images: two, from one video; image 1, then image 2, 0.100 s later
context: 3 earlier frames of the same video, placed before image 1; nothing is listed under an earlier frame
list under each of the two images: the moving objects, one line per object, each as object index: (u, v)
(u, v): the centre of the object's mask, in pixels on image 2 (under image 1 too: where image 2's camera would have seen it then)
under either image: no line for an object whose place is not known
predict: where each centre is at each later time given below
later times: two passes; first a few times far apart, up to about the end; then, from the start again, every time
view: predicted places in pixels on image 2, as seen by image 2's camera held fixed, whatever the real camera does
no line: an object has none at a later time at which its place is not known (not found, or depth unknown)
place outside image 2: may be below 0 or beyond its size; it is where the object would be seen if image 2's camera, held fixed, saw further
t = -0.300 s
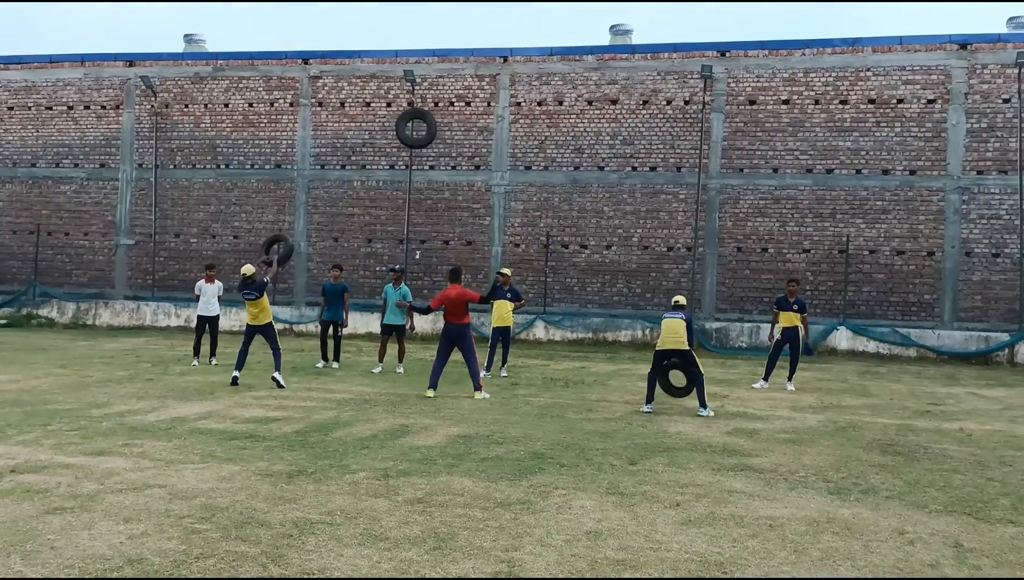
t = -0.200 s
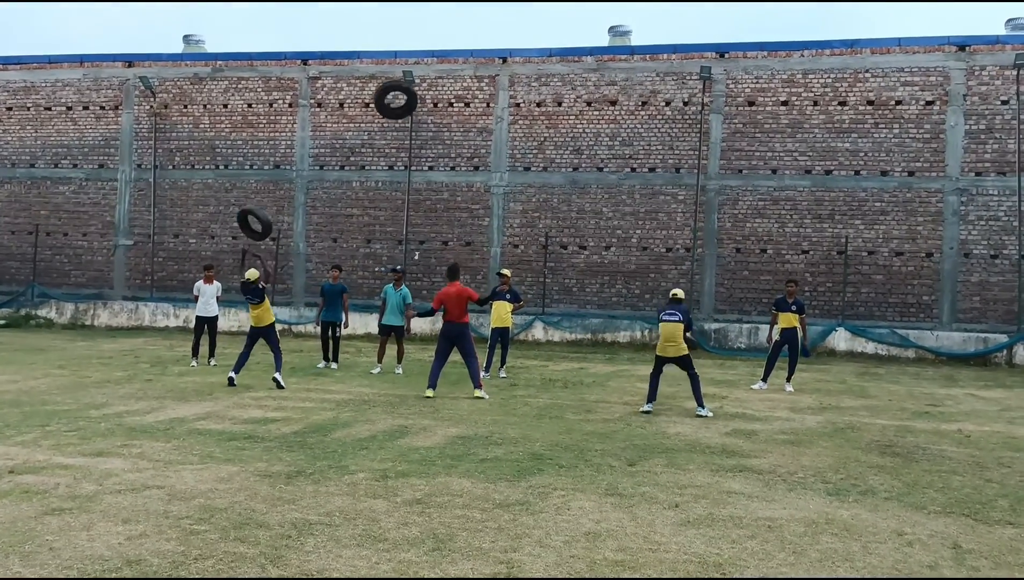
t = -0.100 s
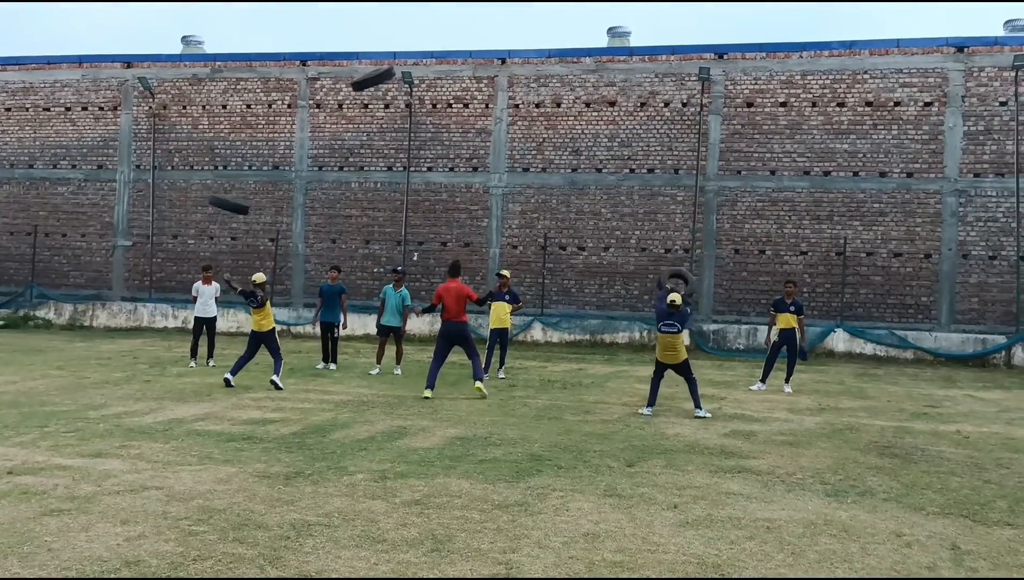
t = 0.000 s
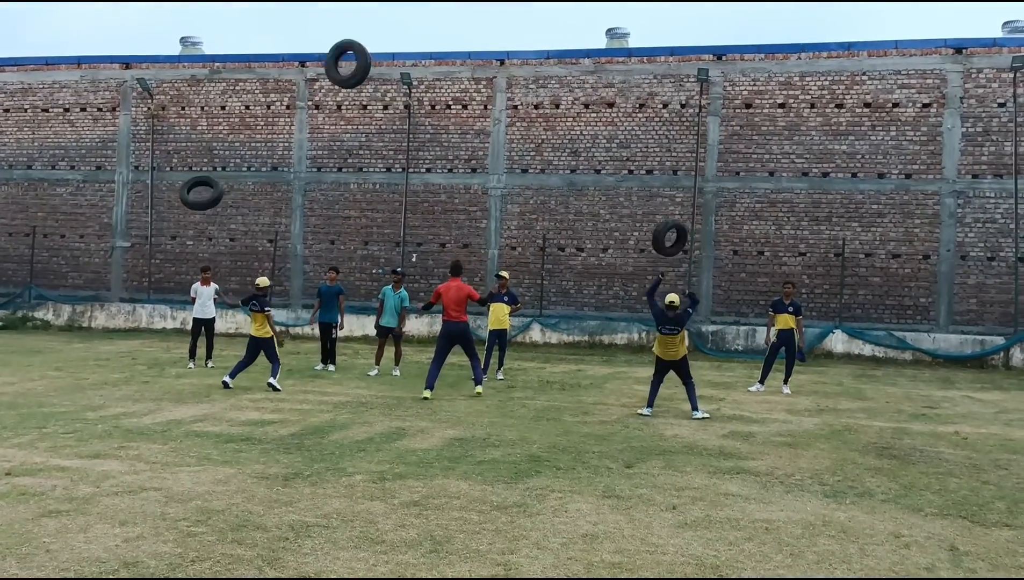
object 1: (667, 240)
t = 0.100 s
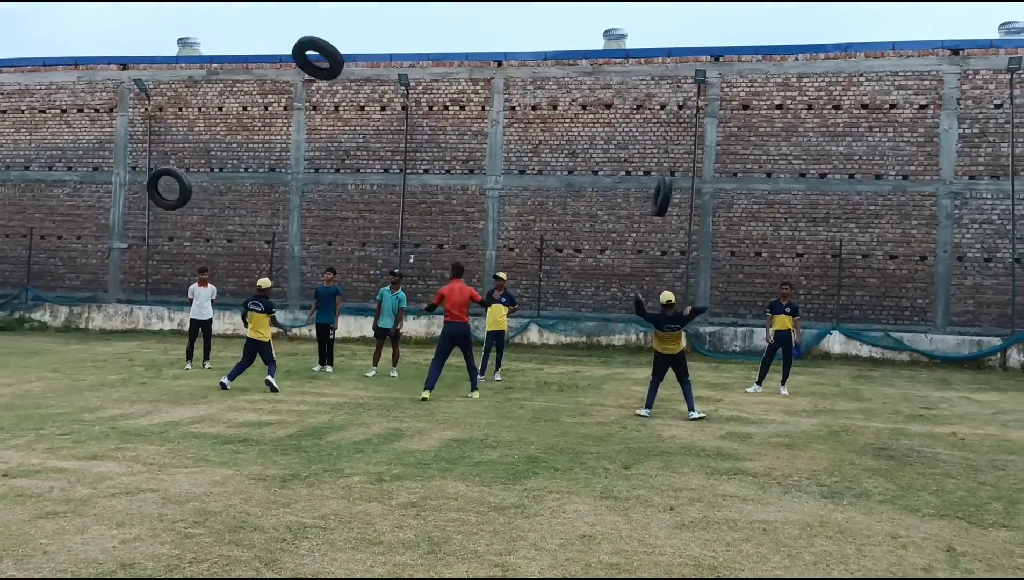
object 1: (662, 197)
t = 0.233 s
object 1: (653, 150)
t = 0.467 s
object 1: (632, 98)
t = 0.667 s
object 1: (610, 94)
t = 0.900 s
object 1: (578, 148)
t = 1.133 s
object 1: (538, 300)
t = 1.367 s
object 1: (512, 490)
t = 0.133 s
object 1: (660, 185)
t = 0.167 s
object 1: (658, 172)
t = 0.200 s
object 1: (655, 161)
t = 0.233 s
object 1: (653, 150)
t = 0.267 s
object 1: (650, 140)
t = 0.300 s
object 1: (647, 131)
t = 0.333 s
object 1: (644, 123)
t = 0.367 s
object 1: (641, 116)
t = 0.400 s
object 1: (638, 109)
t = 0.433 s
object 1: (635, 103)
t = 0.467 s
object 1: (632, 98)
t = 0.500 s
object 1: (629, 95)
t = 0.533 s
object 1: (626, 93)
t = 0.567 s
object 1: (622, 91)
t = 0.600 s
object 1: (618, 90)
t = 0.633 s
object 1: (614, 91)
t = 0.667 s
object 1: (610, 94)
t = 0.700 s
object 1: (606, 97)
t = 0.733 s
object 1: (602, 102)
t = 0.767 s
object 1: (597, 108)
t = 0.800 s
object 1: (593, 115)
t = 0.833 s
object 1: (587, 125)
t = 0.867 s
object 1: (583, 135)
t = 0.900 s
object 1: (578, 148)
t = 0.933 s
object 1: (574, 163)
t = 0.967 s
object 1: (568, 180)
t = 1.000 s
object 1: (562, 199)
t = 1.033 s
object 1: (556, 220)
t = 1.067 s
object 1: (550, 245)
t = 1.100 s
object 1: (543, 271)
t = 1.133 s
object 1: (538, 300)
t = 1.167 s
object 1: (530, 332)
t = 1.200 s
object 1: (523, 367)
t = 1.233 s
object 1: (517, 405)
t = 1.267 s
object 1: (510, 447)
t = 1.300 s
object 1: (503, 493)
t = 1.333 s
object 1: (503, 508)
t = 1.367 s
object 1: (512, 490)
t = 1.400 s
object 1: (521, 474)
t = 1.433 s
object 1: (530, 459)
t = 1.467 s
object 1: (540, 445)
